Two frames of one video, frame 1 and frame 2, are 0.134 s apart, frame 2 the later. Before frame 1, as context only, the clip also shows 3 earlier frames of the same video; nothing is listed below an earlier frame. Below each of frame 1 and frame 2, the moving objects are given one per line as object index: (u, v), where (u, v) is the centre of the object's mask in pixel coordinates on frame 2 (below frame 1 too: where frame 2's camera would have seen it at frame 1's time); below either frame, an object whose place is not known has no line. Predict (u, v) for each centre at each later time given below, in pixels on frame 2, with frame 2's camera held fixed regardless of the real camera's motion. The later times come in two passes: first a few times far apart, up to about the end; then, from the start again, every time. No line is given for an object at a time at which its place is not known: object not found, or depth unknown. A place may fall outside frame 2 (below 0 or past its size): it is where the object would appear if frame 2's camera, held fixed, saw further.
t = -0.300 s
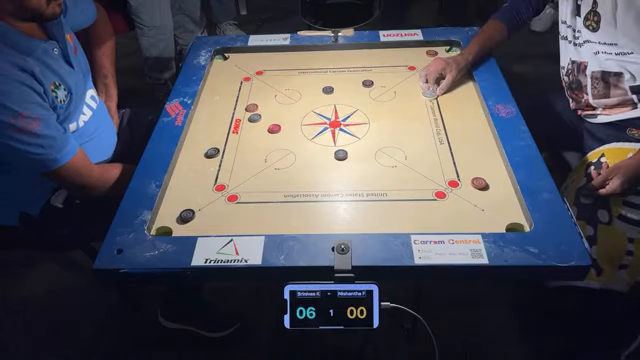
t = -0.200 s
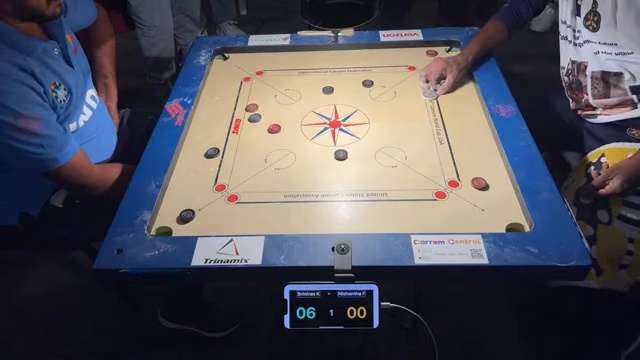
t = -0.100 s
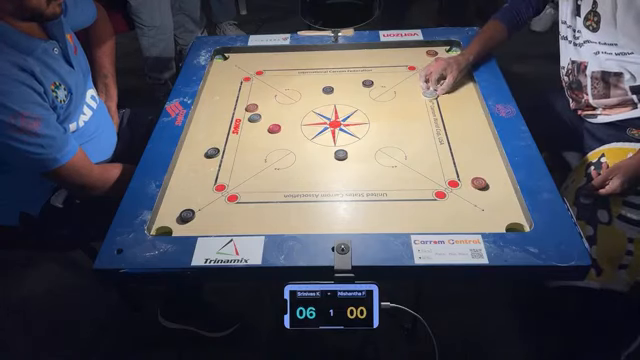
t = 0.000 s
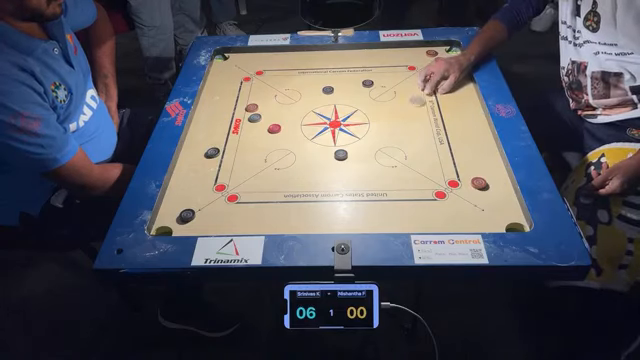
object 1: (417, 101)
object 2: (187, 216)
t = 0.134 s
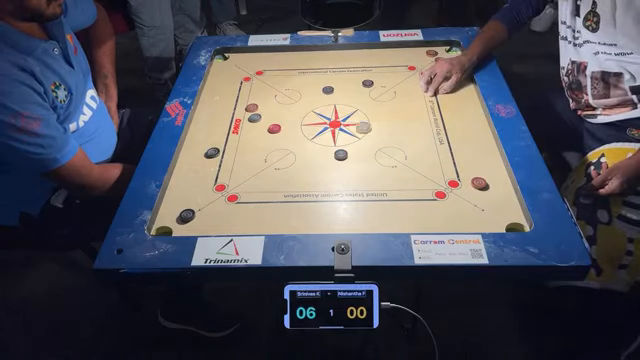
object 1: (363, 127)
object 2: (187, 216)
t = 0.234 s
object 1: (324, 146)
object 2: (187, 216)
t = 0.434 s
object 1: (252, 179)
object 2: (187, 216)
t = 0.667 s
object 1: (188, 206)
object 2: (176, 226)
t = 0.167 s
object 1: (350, 134)
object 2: (187, 216)
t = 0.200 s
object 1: (337, 140)
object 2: (187, 216)
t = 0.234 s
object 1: (324, 146)
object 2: (187, 216)
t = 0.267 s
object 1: (311, 152)
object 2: (187, 216)
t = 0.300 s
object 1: (299, 158)
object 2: (187, 216)
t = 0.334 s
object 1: (287, 163)
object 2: (187, 216)
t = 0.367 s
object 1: (275, 169)
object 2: (187, 216)
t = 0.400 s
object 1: (264, 174)
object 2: (187, 216)
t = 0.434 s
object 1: (252, 179)
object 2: (187, 216)
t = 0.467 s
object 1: (241, 184)
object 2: (187, 216)
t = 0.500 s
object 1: (231, 188)
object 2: (187, 216)
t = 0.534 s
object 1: (219, 195)
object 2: (187, 216)
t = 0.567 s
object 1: (210, 199)
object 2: (187, 216)
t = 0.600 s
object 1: (200, 202)
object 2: (187, 216)
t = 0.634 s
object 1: (193, 204)
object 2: (183, 220)
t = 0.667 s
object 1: (188, 206)
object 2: (176, 226)
